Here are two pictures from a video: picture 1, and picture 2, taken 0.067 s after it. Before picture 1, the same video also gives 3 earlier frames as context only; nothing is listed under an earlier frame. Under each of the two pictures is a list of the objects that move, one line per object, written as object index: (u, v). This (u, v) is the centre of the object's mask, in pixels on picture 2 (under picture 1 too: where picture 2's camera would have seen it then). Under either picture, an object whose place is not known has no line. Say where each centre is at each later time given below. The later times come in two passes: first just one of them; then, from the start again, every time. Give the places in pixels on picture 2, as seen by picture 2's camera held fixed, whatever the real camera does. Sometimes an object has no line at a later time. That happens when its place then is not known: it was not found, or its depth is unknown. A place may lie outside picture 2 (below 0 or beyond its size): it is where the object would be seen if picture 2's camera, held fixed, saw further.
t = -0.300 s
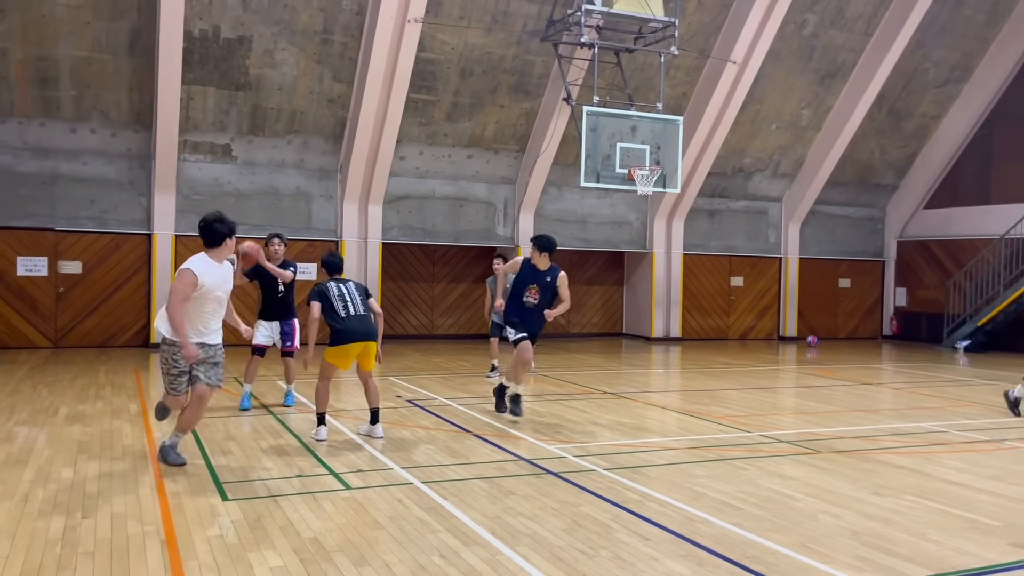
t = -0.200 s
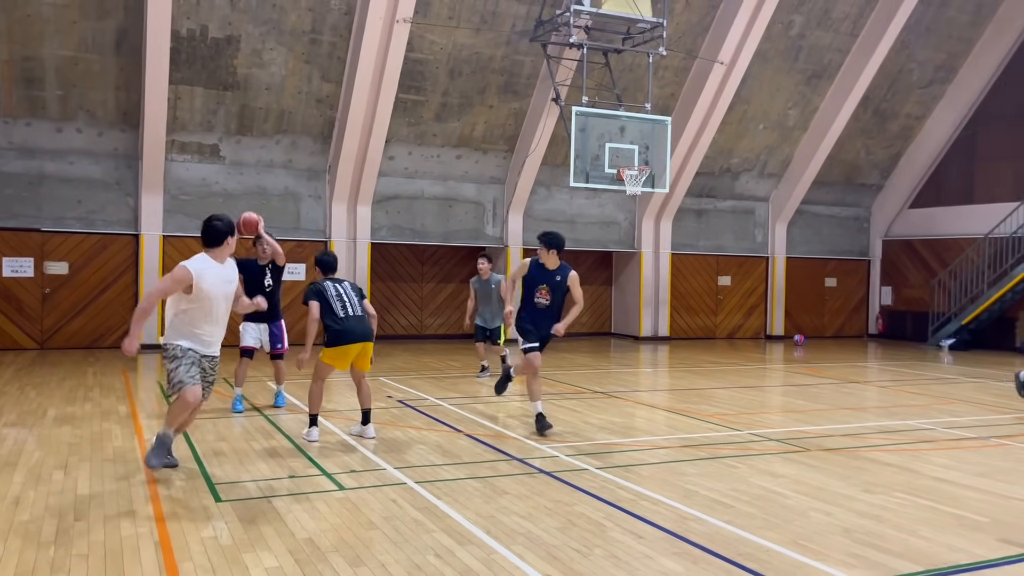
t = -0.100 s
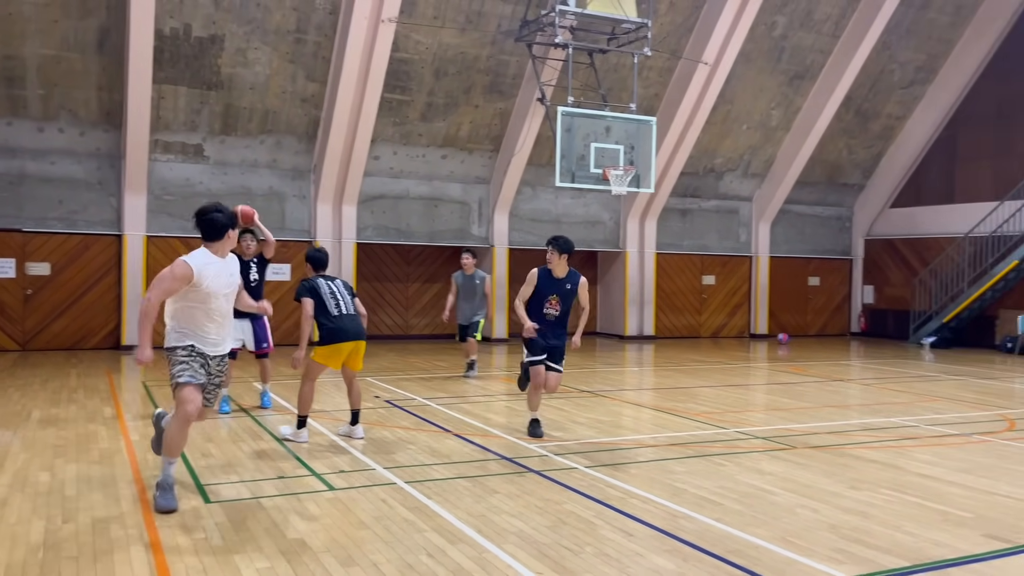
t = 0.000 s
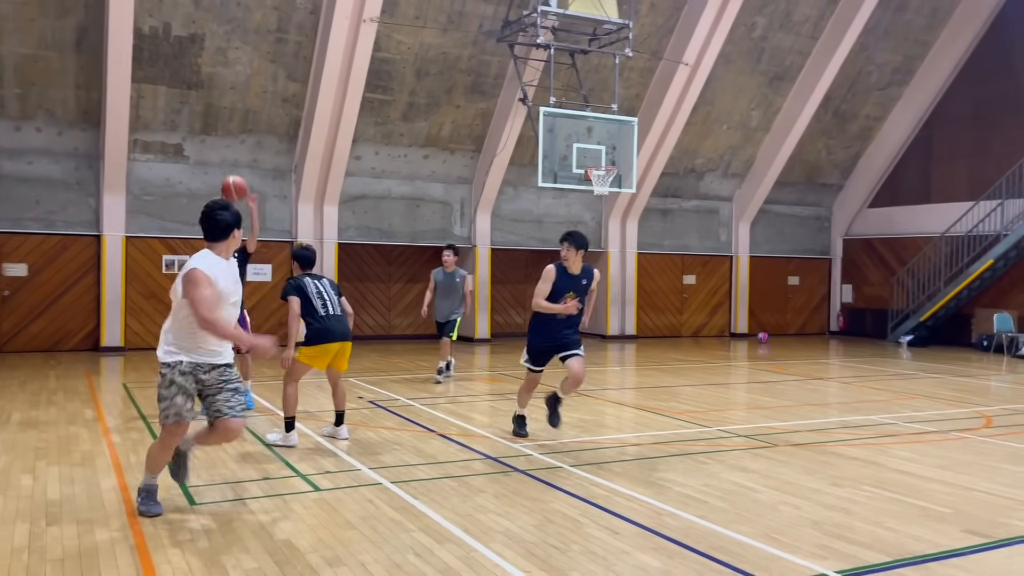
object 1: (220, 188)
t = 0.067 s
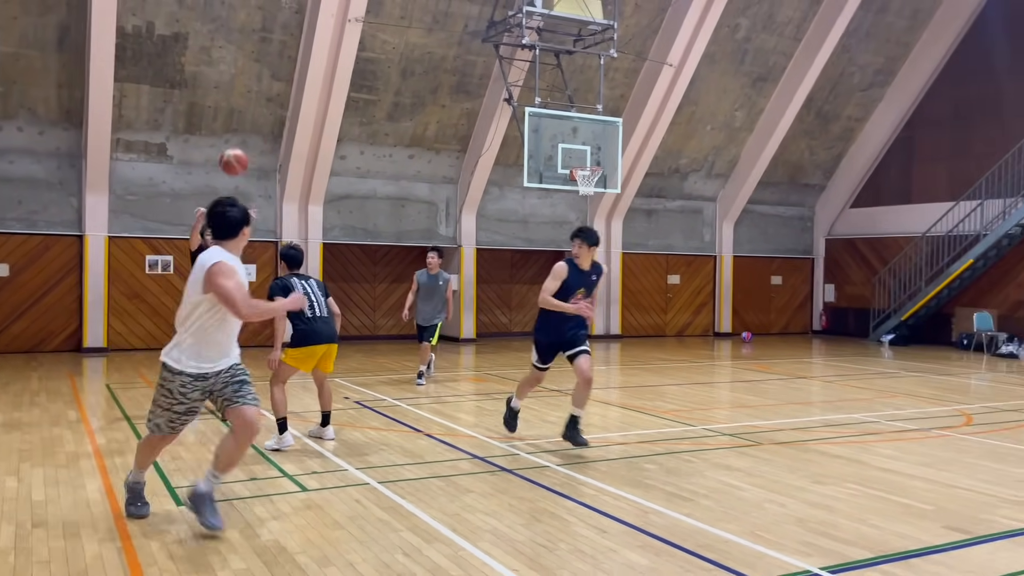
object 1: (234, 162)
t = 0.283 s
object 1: (297, 88)
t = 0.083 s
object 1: (237, 155)
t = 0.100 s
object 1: (242, 148)
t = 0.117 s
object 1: (246, 142)
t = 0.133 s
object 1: (250, 136)
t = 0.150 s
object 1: (254, 131)
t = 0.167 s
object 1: (259, 124)
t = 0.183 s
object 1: (265, 118)
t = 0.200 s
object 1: (269, 113)
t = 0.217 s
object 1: (273, 107)
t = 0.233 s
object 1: (279, 101)
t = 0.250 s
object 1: (285, 96)
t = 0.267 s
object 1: (291, 92)
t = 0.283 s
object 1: (297, 88)
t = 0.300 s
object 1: (304, 84)
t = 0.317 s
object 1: (310, 80)
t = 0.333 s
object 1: (317, 76)
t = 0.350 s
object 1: (324, 72)
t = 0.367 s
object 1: (331, 69)
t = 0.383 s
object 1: (339, 66)
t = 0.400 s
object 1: (347, 63)
